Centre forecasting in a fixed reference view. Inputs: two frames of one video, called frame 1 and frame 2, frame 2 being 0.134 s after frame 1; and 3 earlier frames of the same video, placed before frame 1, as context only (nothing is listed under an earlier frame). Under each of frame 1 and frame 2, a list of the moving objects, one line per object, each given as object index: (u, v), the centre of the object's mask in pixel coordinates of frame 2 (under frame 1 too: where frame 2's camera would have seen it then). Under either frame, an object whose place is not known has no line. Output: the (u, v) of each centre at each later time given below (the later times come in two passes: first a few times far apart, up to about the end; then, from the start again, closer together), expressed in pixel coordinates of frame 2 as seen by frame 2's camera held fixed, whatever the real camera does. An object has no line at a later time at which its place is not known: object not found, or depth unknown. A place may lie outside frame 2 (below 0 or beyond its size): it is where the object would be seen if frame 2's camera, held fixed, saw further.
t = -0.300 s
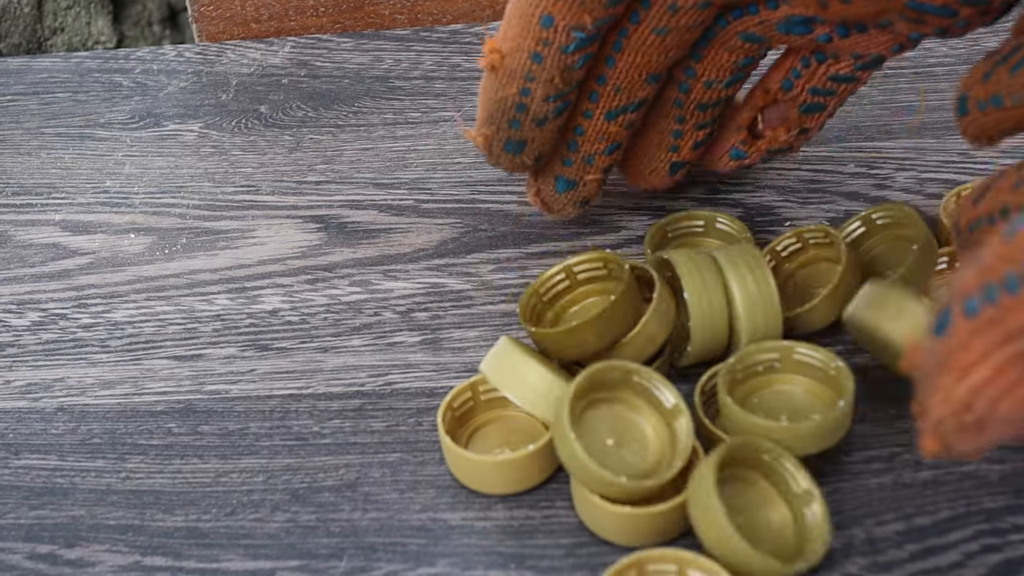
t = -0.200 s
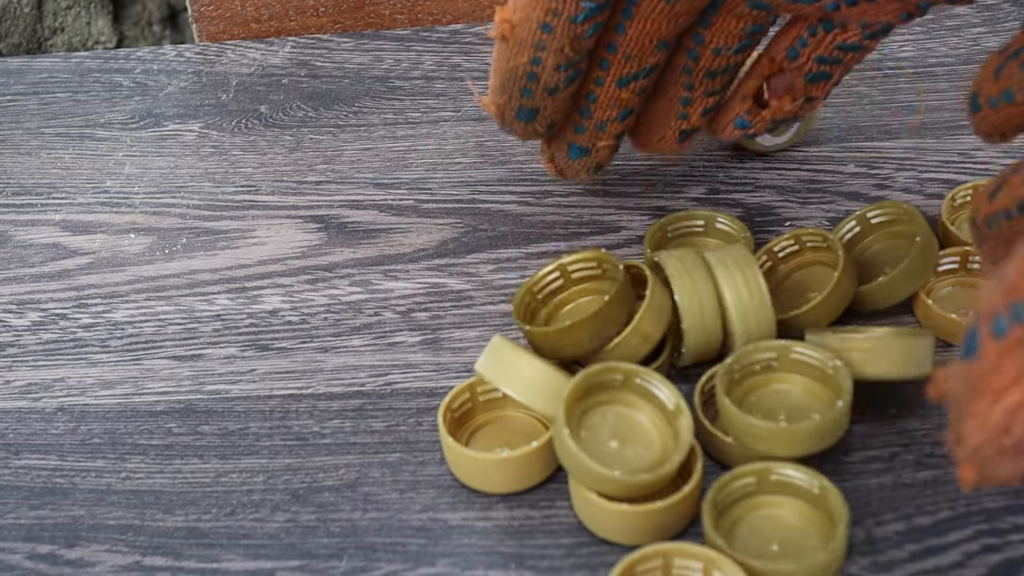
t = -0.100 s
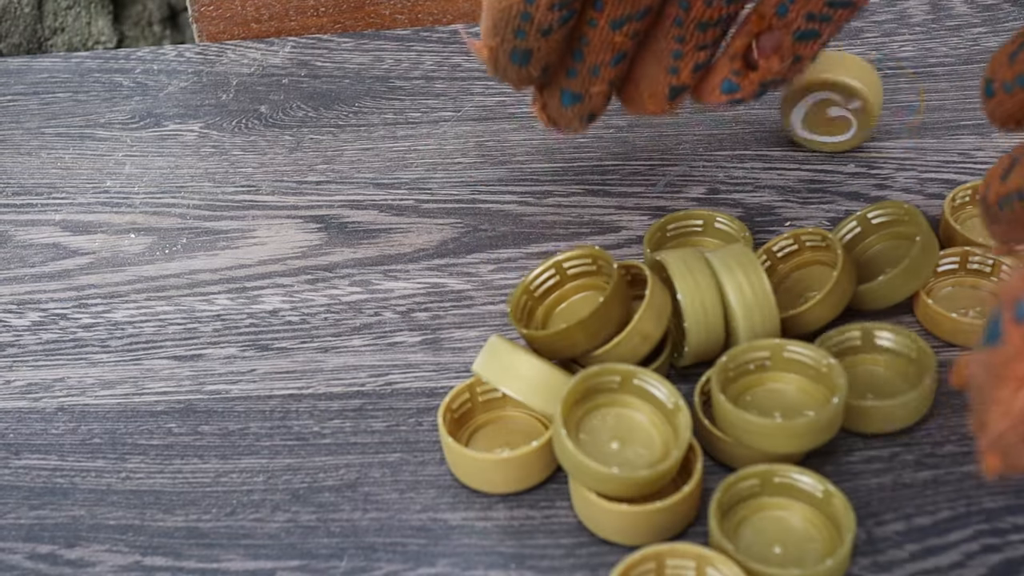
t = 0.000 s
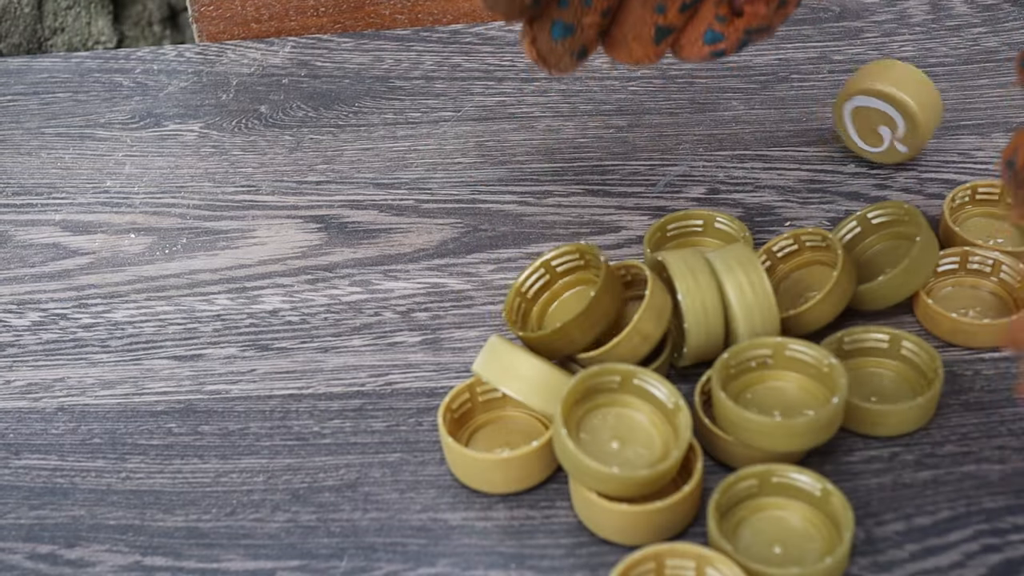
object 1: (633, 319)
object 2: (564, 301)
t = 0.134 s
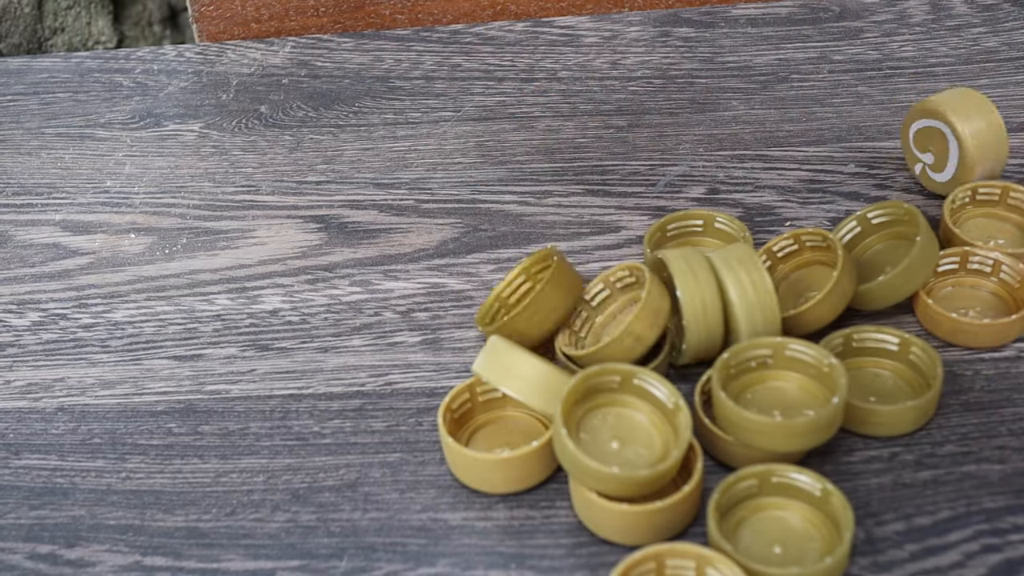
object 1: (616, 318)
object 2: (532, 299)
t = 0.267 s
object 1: (626, 319)
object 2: (516, 301)
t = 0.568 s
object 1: (622, 319)
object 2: (515, 302)
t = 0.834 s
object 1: (628, 319)
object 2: (515, 302)
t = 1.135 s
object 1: (624, 319)
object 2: (515, 302)
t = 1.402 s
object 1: (626, 319)
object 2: (515, 302)
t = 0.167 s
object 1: (616, 317)
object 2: (524, 298)
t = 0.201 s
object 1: (615, 317)
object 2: (519, 297)
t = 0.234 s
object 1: (618, 318)
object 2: (516, 301)
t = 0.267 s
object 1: (626, 319)
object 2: (516, 301)
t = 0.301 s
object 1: (630, 319)
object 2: (516, 301)
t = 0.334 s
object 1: (627, 319)
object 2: (515, 301)
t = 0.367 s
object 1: (622, 319)
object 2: (516, 301)
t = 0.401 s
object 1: (621, 319)
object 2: (515, 302)
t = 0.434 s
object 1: (624, 319)
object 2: (516, 301)
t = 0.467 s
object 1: (628, 319)
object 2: (515, 302)
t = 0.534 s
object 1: (624, 319)
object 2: (515, 301)
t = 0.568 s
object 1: (622, 319)
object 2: (515, 302)
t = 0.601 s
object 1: (623, 319)
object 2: (515, 302)
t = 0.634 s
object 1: (627, 319)
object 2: (515, 302)
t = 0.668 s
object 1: (628, 319)
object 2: (515, 302)
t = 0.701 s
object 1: (625, 319)
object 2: (515, 302)
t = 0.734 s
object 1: (622, 319)
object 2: (515, 301)
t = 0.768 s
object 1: (623, 319)
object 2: (515, 302)
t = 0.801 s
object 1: (626, 319)
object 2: (515, 302)
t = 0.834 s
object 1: (628, 319)
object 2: (515, 302)
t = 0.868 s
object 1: (624, 320)
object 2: (515, 302)
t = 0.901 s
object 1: (623, 319)
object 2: (515, 302)
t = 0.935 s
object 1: (623, 319)
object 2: (515, 302)
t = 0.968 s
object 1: (625, 319)
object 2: (515, 302)
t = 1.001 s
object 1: (627, 319)
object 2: (515, 302)
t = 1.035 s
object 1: (626, 319)
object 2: (515, 302)
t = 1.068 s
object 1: (624, 319)
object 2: (515, 302)
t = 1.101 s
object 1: (623, 319)
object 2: (515, 302)
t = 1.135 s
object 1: (624, 319)
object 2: (515, 302)
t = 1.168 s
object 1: (625, 319)
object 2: (515, 302)
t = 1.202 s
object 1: (627, 319)
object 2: (515, 302)
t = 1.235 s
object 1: (626, 319)
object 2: (515, 302)
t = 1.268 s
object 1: (625, 319)
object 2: (515, 302)
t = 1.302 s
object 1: (624, 319)
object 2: (515, 302)
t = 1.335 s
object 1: (624, 319)
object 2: (515, 302)
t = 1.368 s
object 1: (625, 319)
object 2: (515, 302)
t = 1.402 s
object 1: (626, 319)
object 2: (515, 302)
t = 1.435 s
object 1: (626, 319)
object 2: (515, 302)
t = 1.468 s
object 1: (625, 319)
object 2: (515, 302)
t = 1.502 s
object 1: (624, 319)
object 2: (515, 302)
